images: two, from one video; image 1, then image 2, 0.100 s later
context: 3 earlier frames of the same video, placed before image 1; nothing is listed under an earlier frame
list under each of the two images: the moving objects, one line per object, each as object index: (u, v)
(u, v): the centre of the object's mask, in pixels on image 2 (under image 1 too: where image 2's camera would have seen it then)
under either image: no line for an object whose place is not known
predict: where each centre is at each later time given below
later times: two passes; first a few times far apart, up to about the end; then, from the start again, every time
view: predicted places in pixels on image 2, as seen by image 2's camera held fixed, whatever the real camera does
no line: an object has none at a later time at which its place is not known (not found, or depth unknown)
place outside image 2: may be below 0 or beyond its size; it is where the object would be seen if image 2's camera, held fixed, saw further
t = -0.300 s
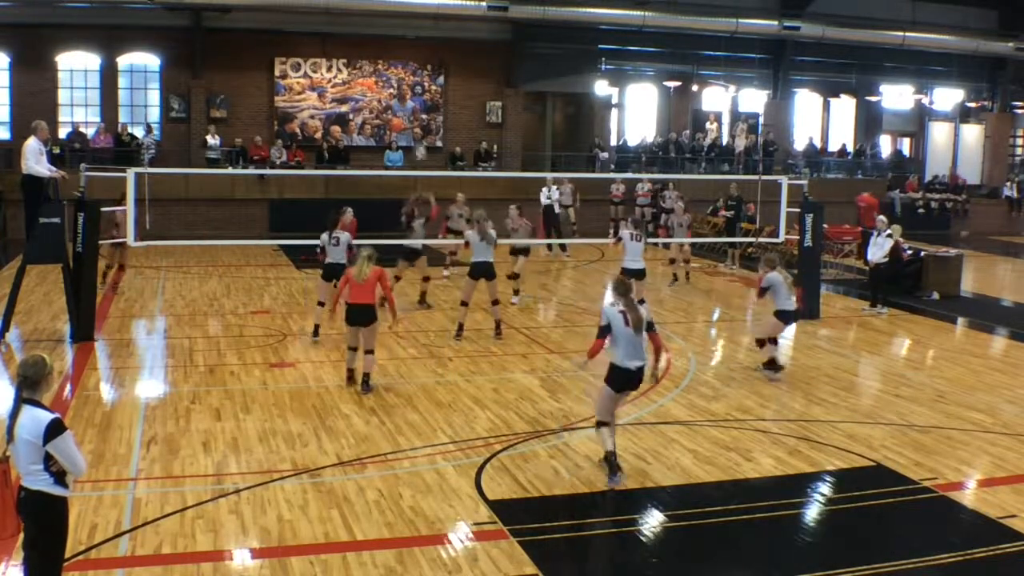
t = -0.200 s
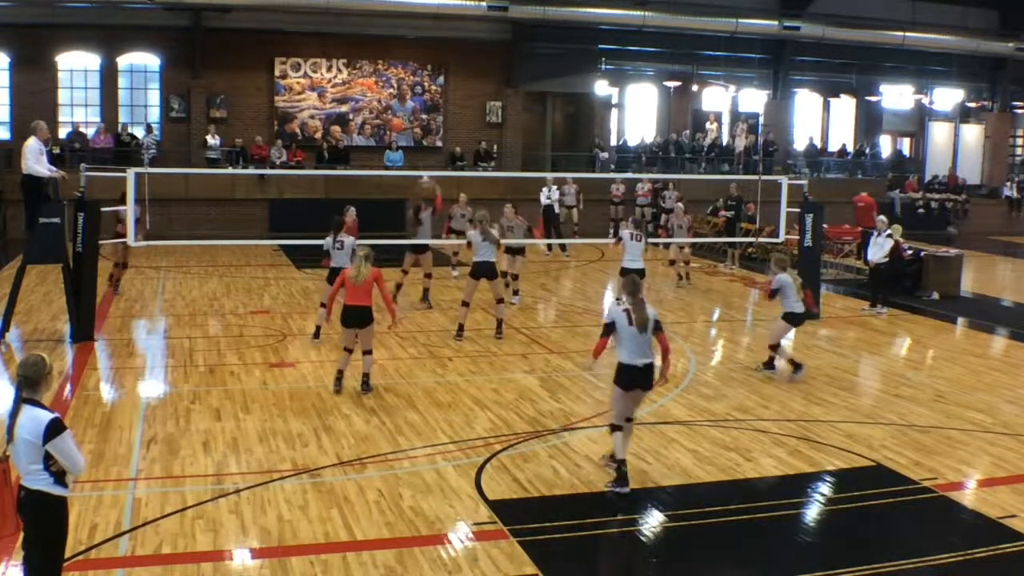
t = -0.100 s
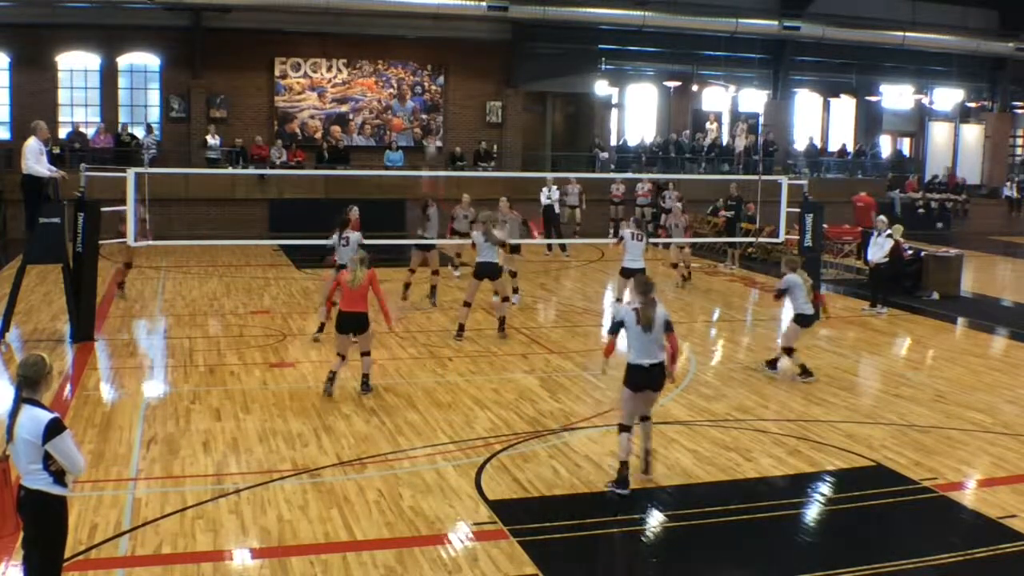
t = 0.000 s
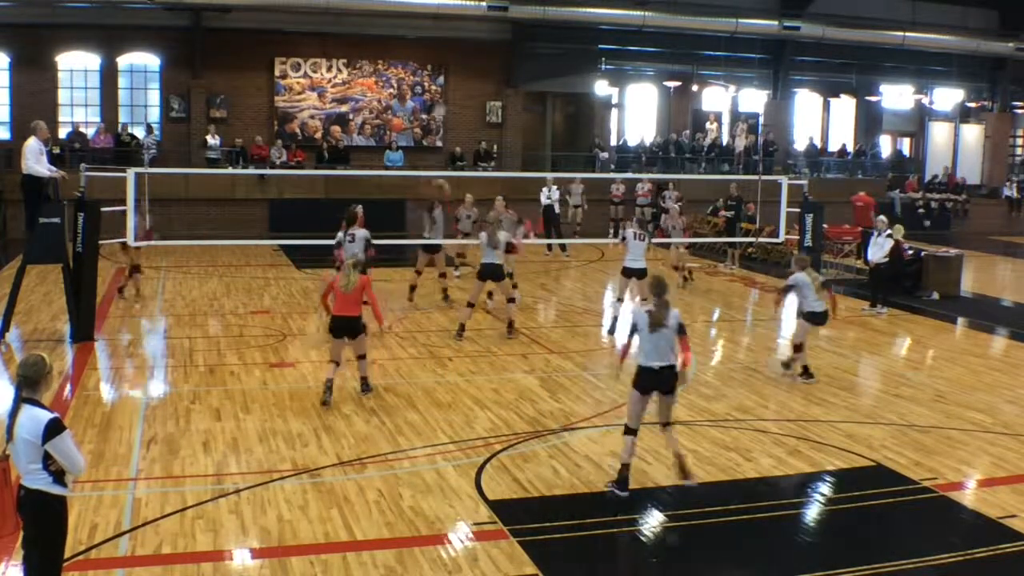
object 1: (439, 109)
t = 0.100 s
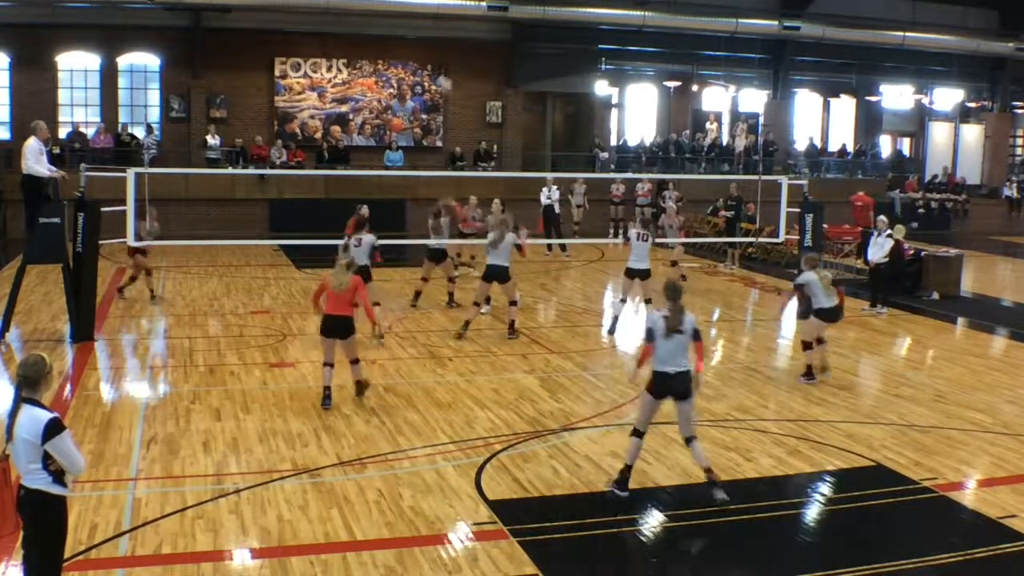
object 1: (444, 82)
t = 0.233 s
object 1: (453, 59)
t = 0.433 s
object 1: (464, 43)
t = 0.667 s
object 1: (477, 51)
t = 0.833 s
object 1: (485, 75)
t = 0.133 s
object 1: (446, 77)
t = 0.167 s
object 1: (446, 73)
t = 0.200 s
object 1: (451, 64)
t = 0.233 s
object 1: (453, 59)
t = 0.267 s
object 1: (455, 55)
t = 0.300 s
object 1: (457, 51)
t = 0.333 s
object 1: (458, 49)
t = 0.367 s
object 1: (461, 45)
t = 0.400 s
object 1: (463, 44)
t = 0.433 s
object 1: (464, 43)
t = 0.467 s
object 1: (466, 41)
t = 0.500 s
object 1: (468, 41)
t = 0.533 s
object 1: (470, 42)
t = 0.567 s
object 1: (472, 42)
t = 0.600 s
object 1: (473, 44)
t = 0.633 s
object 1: (476, 49)
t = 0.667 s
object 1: (477, 51)
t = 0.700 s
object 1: (479, 54)
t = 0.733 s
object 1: (480, 59)
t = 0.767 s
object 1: (482, 64)
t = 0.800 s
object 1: (483, 70)
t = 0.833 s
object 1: (485, 75)
